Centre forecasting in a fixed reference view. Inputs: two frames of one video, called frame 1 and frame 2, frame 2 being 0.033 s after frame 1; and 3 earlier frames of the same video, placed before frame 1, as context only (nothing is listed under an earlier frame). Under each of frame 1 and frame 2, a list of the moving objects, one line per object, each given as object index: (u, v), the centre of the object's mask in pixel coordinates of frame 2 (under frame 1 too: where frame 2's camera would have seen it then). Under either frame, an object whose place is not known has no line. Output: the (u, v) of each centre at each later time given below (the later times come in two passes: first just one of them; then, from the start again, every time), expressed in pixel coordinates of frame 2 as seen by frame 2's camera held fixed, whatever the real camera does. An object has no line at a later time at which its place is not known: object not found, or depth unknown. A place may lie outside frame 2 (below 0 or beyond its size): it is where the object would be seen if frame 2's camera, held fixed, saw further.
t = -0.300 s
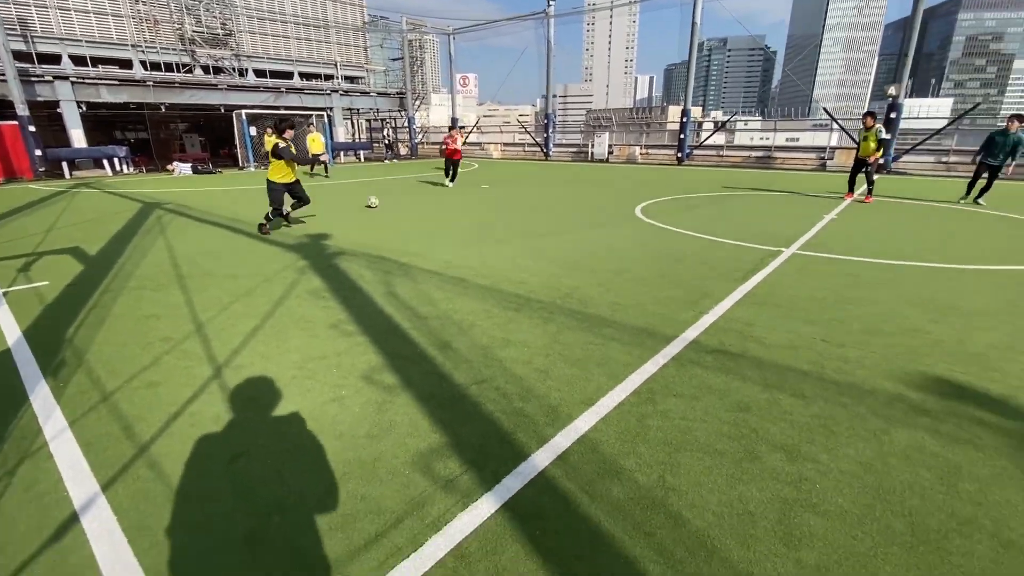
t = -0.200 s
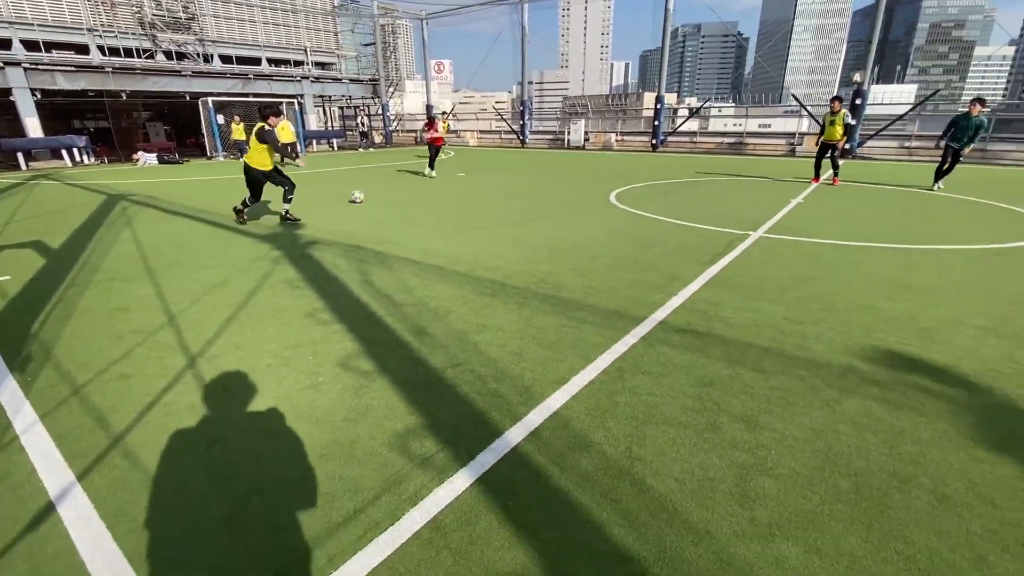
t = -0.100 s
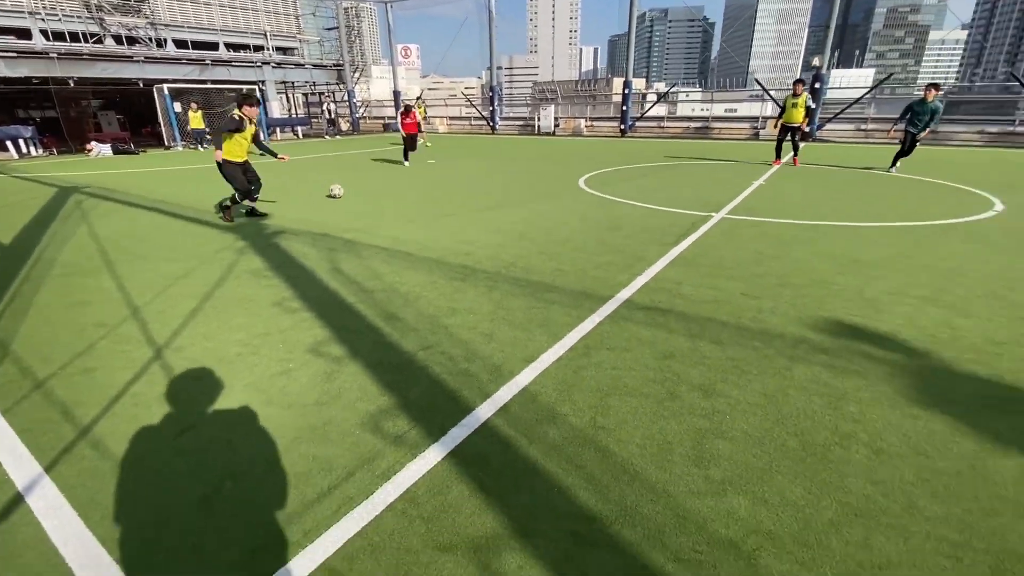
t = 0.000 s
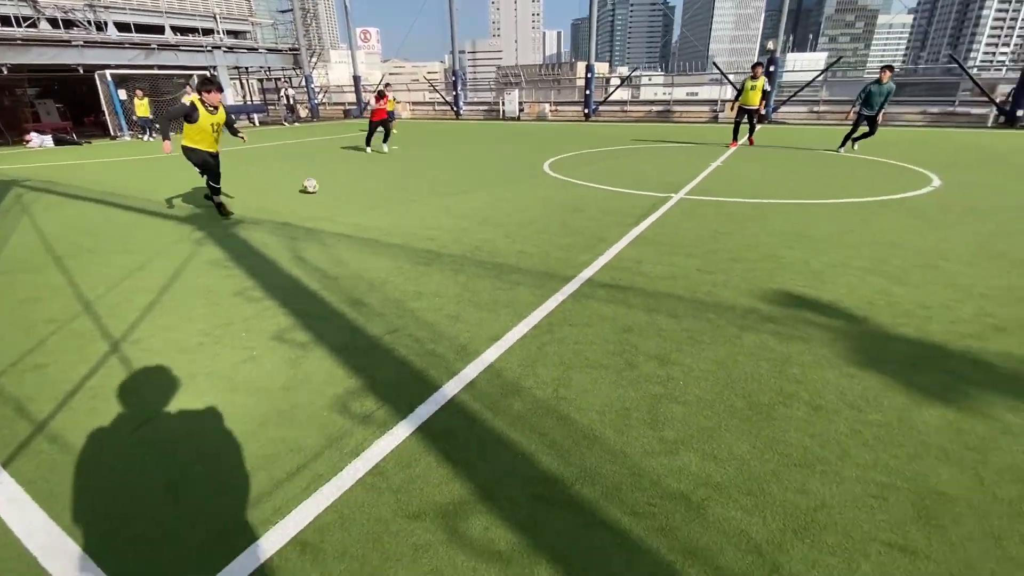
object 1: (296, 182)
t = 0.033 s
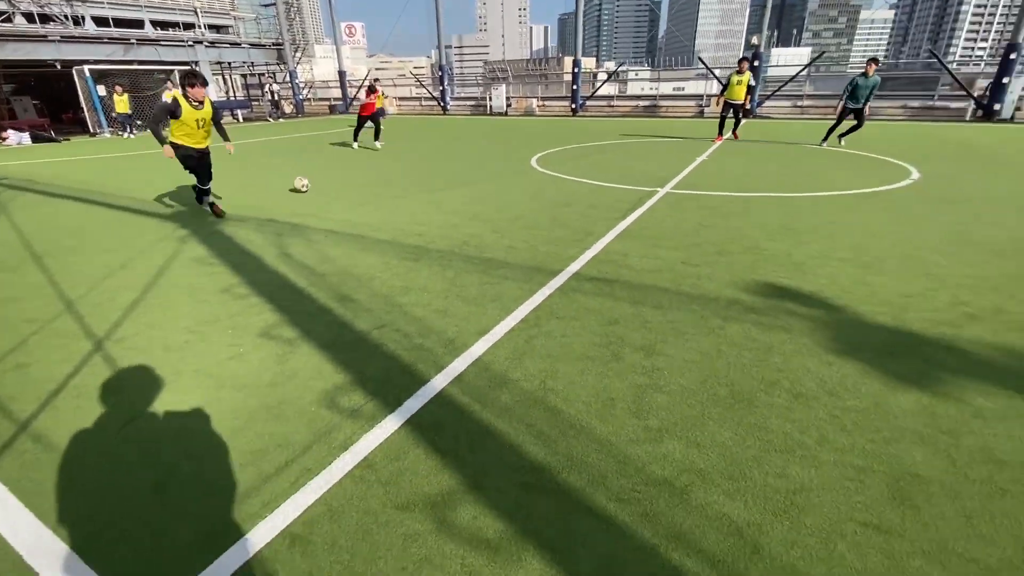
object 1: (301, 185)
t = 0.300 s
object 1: (354, 209)
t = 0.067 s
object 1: (306, 187)
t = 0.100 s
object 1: (312, 190)
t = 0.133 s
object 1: (319, 192)
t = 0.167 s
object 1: (325, 195)
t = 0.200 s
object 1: (332, 198)
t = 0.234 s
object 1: (339, 202)
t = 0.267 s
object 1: (347, 205)
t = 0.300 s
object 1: (354, 209)
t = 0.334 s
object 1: (363, 212)
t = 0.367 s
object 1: (372, 216)
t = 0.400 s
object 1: (382, 221)
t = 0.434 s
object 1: (392, 225)
